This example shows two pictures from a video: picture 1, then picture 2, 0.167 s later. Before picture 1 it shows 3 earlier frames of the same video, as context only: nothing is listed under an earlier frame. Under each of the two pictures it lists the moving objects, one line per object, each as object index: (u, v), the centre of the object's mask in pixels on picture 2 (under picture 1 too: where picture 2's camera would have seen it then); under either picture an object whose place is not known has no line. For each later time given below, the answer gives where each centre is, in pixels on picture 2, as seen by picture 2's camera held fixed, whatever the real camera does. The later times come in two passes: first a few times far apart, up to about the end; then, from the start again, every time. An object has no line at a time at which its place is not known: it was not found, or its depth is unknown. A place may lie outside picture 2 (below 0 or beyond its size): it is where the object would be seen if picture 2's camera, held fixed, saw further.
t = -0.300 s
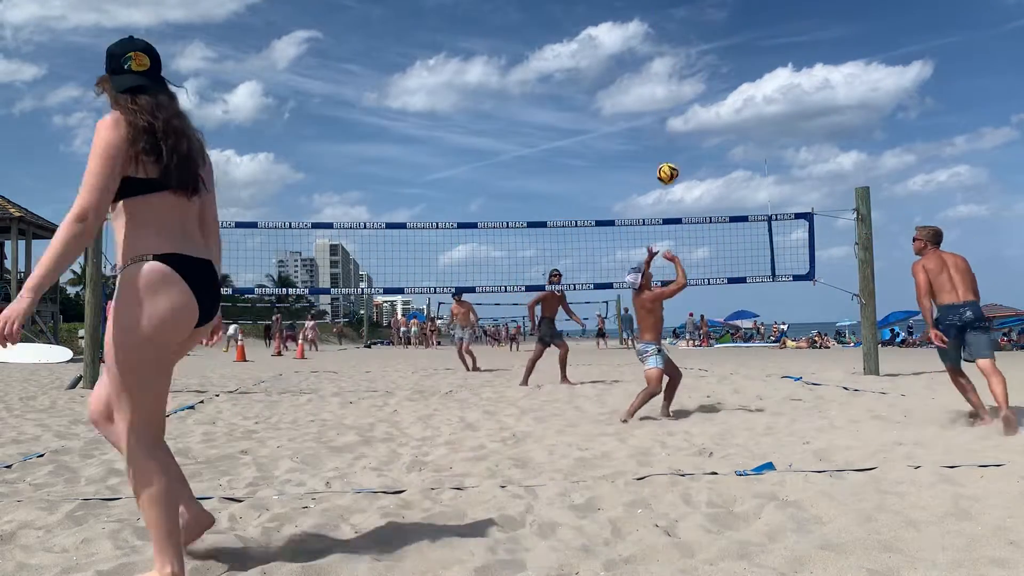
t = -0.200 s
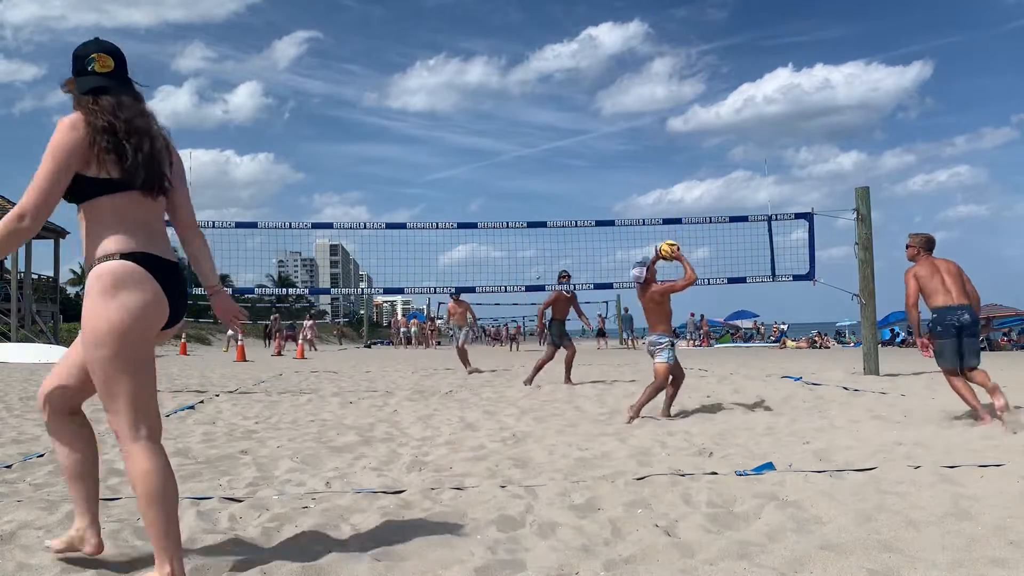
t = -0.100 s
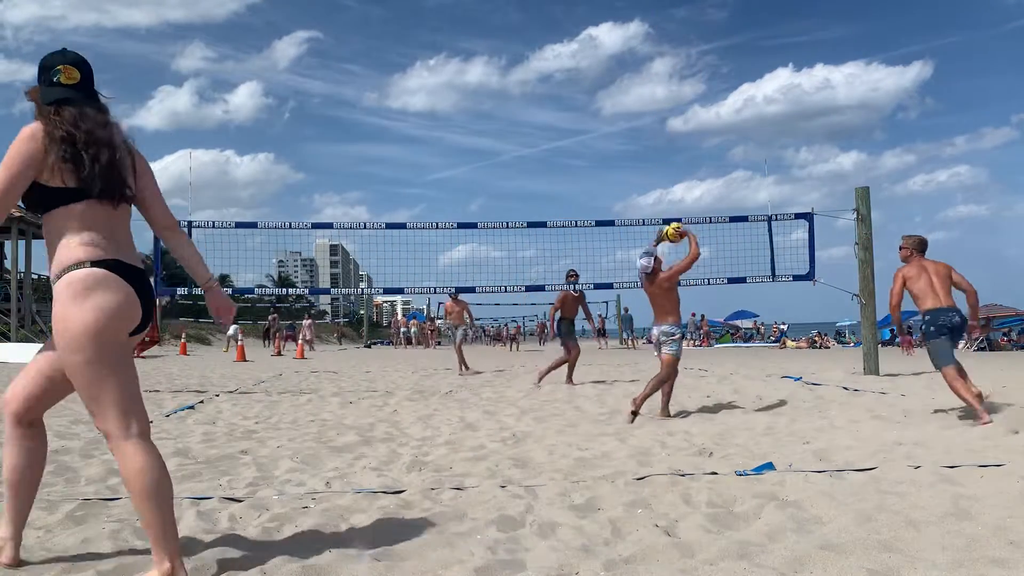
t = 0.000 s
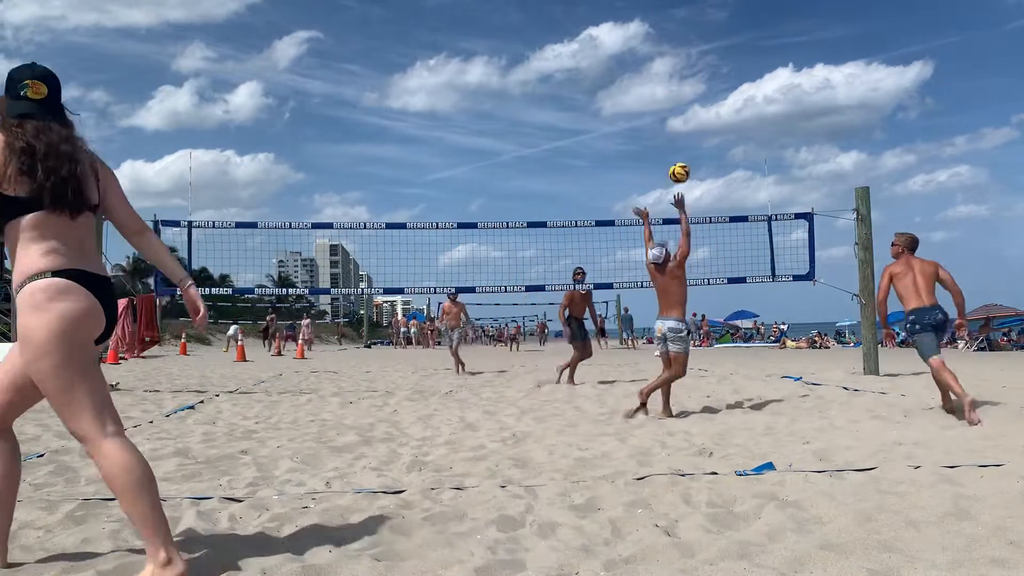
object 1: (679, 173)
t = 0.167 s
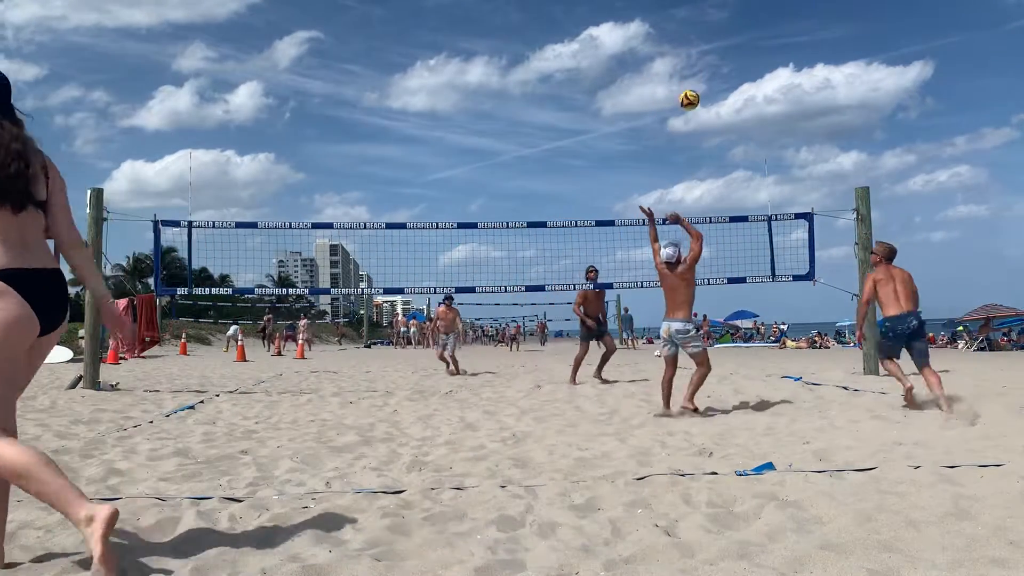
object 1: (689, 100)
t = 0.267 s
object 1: (696, 70)
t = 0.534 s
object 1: (715, 39)
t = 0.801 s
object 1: (736, 69)
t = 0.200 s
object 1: (692, 89)
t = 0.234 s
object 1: (693, 79)
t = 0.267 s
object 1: (696, 70)
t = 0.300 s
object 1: (698, 62)
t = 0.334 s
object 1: (700, 57)
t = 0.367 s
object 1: (702, 51)
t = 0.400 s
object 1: (705, 47)
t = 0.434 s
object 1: (707, 44)
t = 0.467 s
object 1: (710, 41)
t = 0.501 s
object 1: (713, 40)
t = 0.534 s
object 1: (715, 39)
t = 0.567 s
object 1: (718, 40)
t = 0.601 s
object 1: (720, 41)
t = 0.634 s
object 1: (723, 44)
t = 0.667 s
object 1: (725, 47)
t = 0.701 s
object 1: (728, 51)
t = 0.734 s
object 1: (731, 57)
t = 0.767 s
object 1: (733, 63)
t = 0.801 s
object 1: (736, 69)
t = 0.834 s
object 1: (739, 77)
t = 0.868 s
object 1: (742, 86)
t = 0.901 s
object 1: (745, 95)
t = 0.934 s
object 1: (748, 106)
